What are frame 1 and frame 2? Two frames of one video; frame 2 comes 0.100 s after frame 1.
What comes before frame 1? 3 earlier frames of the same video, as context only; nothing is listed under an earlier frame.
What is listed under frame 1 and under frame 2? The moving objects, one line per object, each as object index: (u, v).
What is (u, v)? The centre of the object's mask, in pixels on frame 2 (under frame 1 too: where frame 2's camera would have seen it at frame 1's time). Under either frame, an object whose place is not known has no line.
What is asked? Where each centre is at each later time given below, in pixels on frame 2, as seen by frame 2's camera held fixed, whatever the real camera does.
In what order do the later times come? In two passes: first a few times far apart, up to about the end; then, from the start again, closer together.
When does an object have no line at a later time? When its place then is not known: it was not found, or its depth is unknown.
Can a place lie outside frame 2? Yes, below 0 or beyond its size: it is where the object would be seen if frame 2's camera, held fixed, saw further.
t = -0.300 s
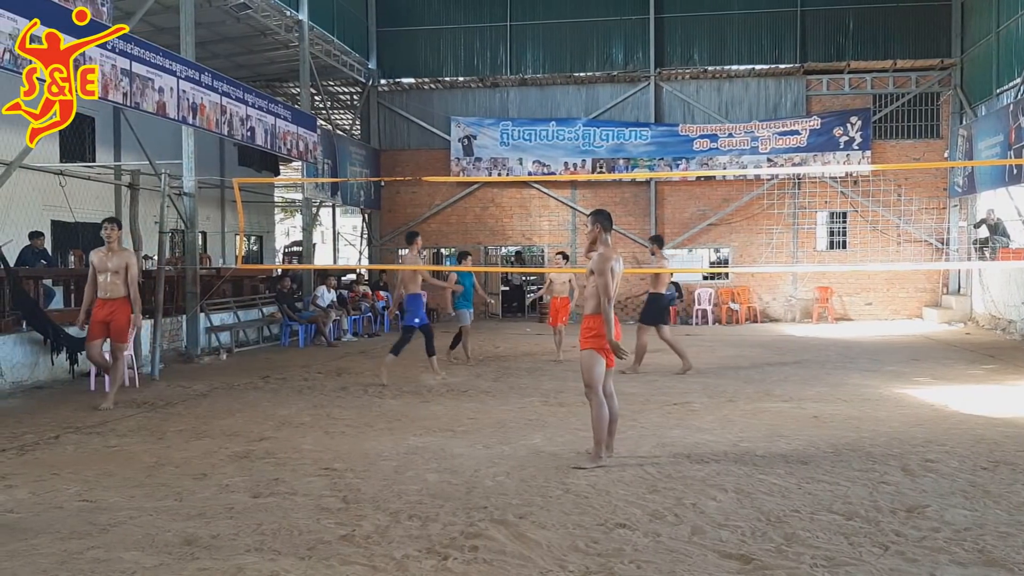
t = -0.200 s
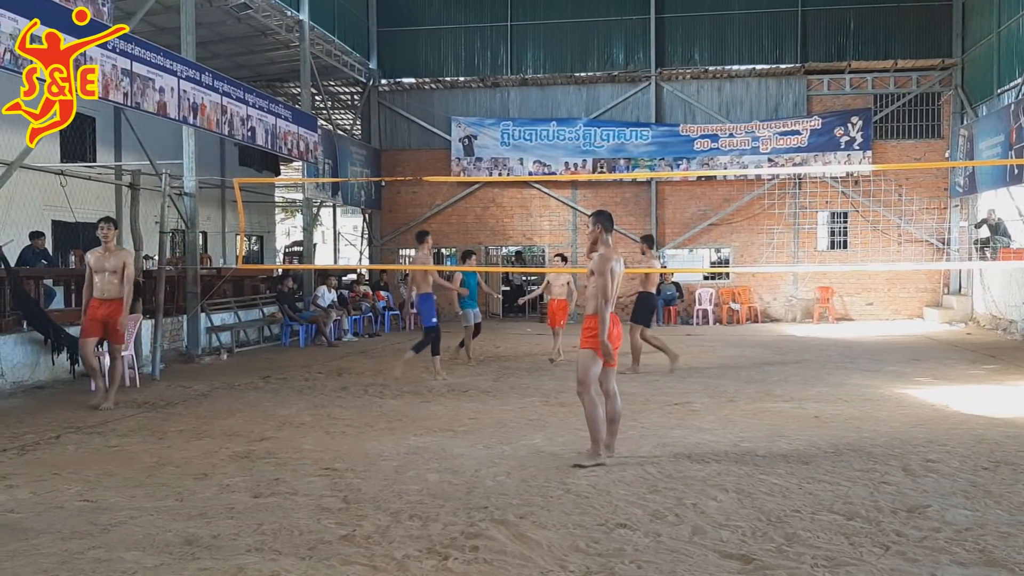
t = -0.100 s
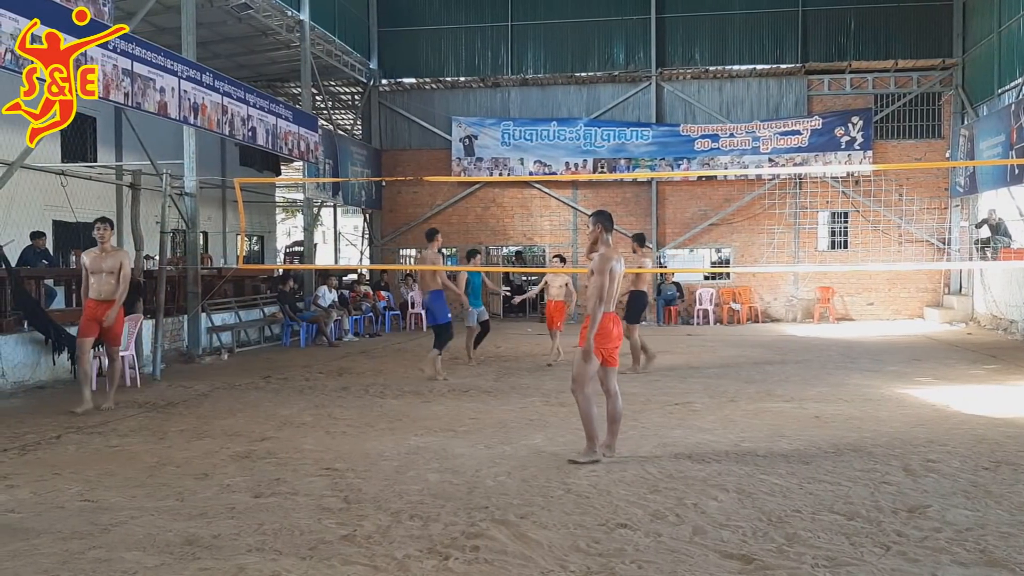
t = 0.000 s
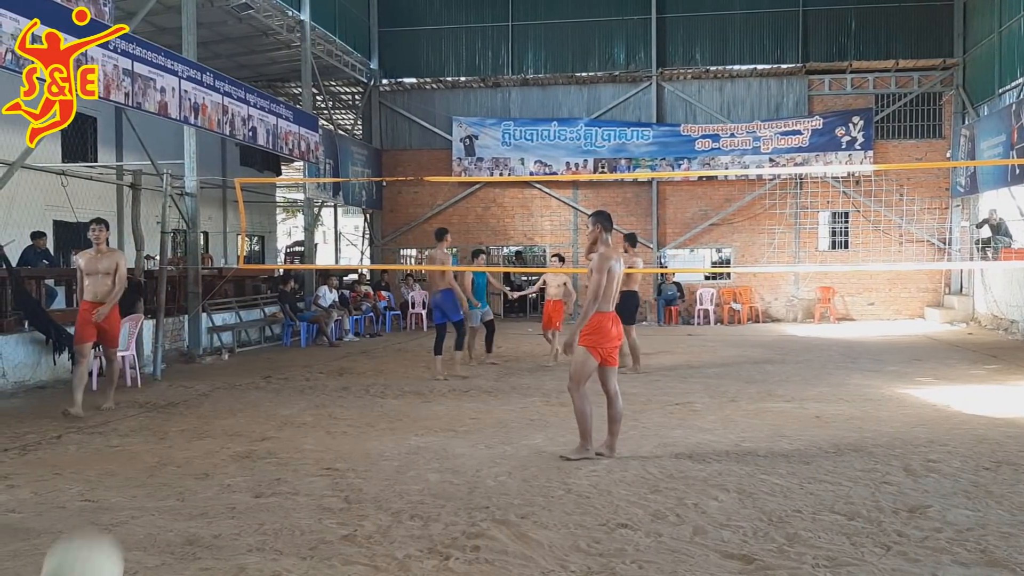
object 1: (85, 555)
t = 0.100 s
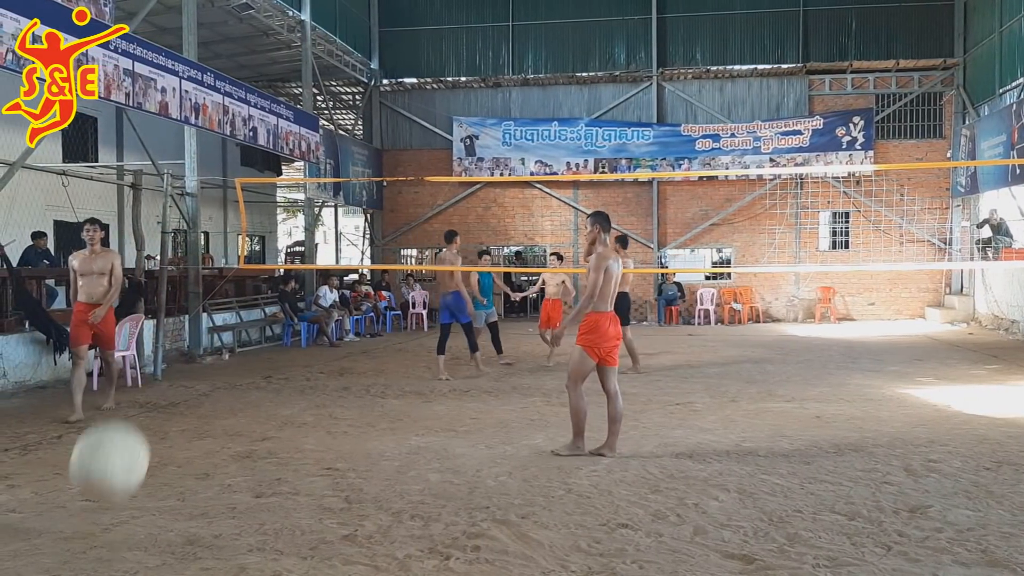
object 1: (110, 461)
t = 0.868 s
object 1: (266, 564)
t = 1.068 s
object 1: (304, 440)
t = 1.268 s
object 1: (340, 401)
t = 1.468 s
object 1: (373, 443)
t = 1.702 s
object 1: (409, 498)
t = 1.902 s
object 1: (442, 462)
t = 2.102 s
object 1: (472, 494)
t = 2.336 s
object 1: (494, 471)
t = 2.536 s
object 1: (513, 471)
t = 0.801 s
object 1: (253, 548)
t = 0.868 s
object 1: (266, 564)
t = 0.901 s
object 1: (271, 547)
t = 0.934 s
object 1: (278, 520)
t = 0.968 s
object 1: (285, 496)
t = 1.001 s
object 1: (291, 474)
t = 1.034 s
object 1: (298, 456)
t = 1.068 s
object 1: (304, 440)
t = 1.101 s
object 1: (311, 427)
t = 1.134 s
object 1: (317, 417)
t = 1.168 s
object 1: (323, 410)
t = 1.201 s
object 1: (329, 404)
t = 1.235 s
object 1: (335, 401)
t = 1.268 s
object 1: (340, 401)
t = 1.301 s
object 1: (346, 402)
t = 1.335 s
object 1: (352, 407)
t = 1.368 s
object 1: (357, 413)
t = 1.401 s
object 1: (362, 421)
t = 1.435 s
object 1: (368, 432)
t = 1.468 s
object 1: (373, 443)
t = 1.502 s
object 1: (378, 457)
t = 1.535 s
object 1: (383, 474)
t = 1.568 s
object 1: (388, 491)
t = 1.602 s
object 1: (392, 512)
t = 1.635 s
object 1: (397, 527)
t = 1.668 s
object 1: (403, 511)
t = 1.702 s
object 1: (409, 498)
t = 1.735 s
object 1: (415, 487)
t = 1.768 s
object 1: (420, 478)
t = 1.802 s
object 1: (426, 471)
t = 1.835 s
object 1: (431, 466)
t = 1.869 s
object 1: (436, 463)
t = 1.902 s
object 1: (442, 462)
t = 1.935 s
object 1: (447, 463)
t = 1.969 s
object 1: (452, 466)
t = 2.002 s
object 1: (457, 470)
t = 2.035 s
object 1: (462, 476)
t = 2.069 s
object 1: (467, 484)
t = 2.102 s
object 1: (472, 494)
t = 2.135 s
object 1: (476, 491)
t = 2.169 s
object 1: (479, 483)
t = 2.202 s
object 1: (482, 477)
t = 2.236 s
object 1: (485, 473)
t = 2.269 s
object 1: (488, 471)
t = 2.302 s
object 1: (491, 470)
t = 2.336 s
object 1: (494, 471)
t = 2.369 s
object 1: (497, 474)
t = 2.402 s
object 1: (500, 479)
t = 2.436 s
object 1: (504, 476)
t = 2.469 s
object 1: (507, 473)
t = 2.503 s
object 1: (510, 471)
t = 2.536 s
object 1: (513, 471)
